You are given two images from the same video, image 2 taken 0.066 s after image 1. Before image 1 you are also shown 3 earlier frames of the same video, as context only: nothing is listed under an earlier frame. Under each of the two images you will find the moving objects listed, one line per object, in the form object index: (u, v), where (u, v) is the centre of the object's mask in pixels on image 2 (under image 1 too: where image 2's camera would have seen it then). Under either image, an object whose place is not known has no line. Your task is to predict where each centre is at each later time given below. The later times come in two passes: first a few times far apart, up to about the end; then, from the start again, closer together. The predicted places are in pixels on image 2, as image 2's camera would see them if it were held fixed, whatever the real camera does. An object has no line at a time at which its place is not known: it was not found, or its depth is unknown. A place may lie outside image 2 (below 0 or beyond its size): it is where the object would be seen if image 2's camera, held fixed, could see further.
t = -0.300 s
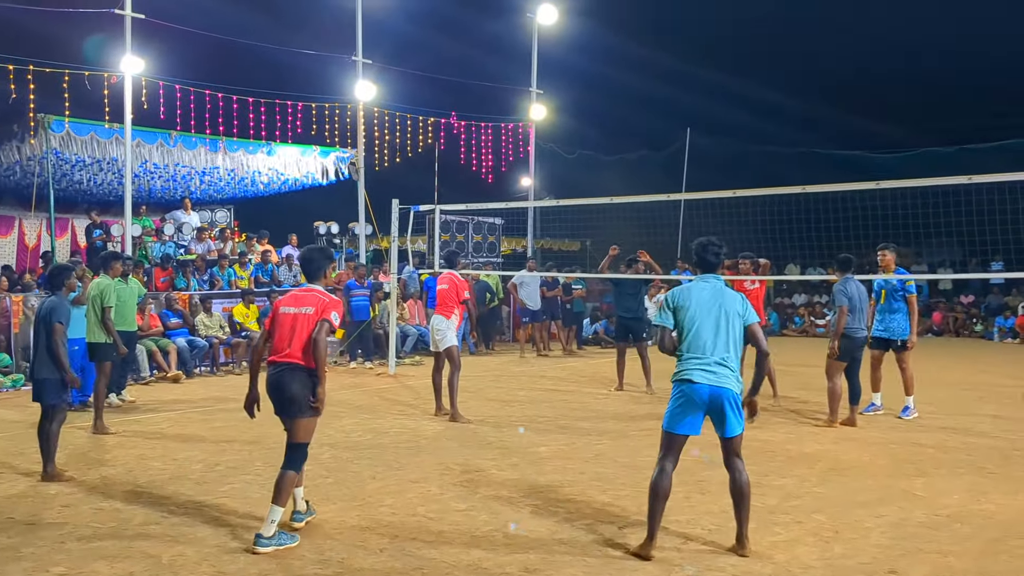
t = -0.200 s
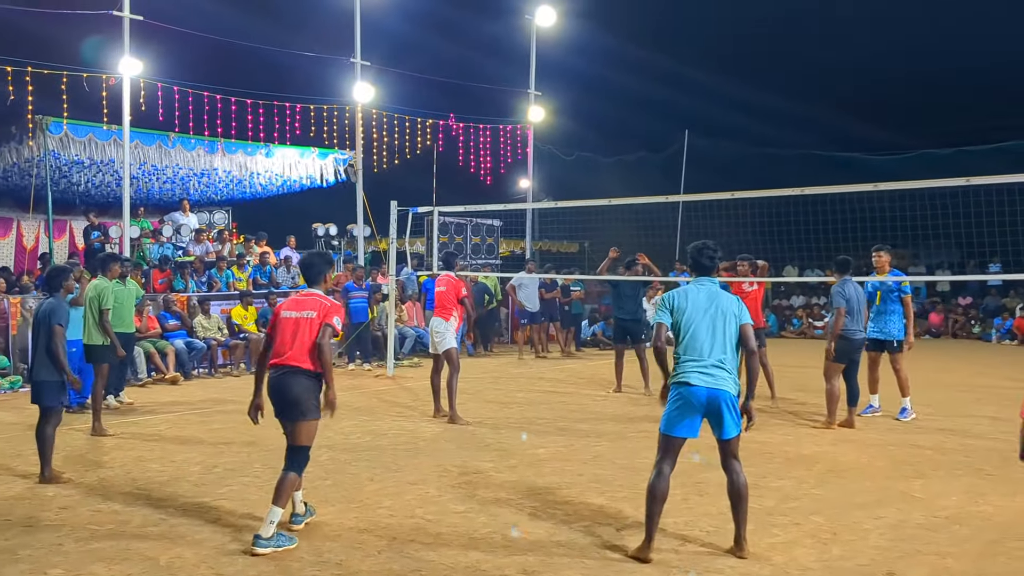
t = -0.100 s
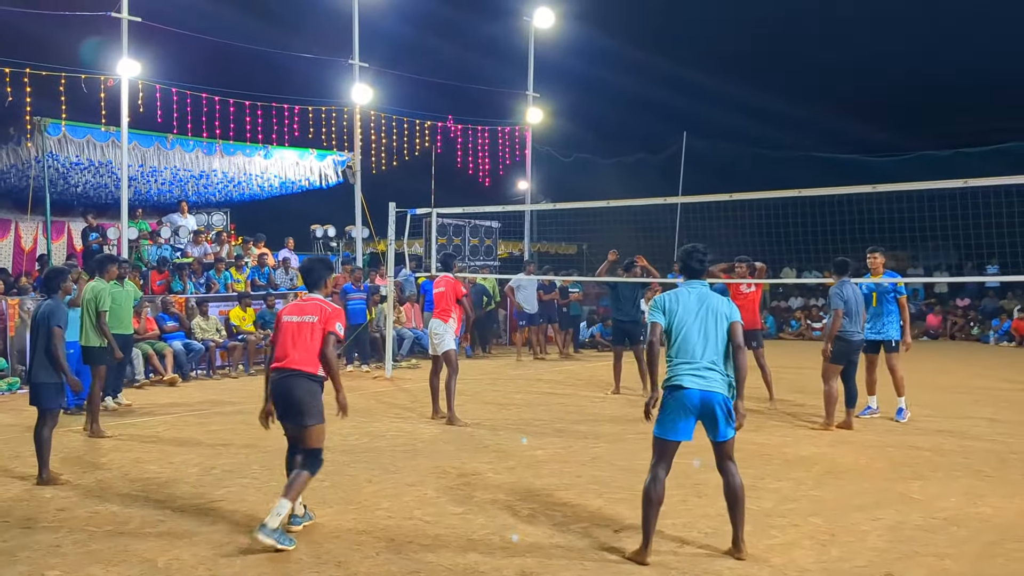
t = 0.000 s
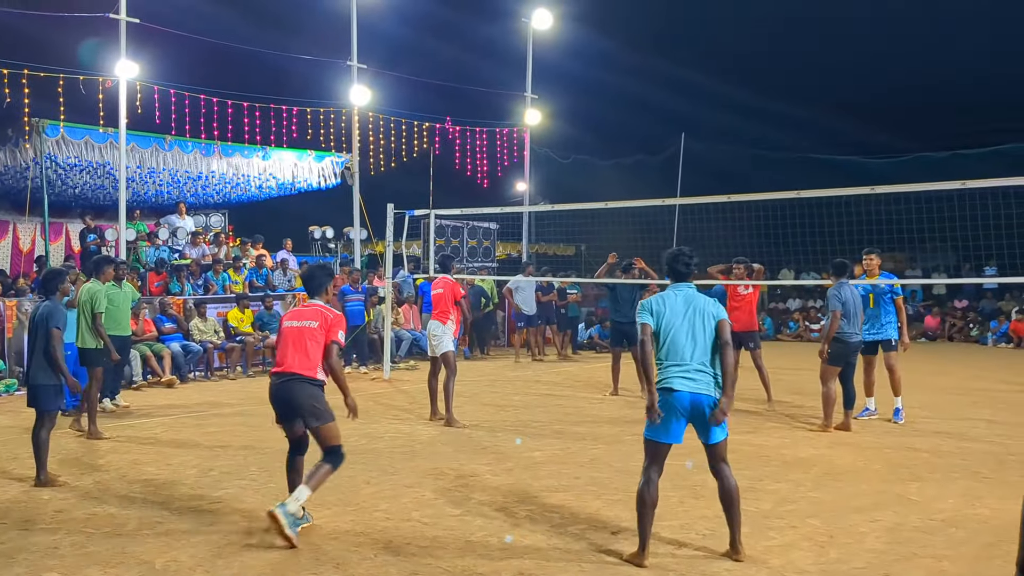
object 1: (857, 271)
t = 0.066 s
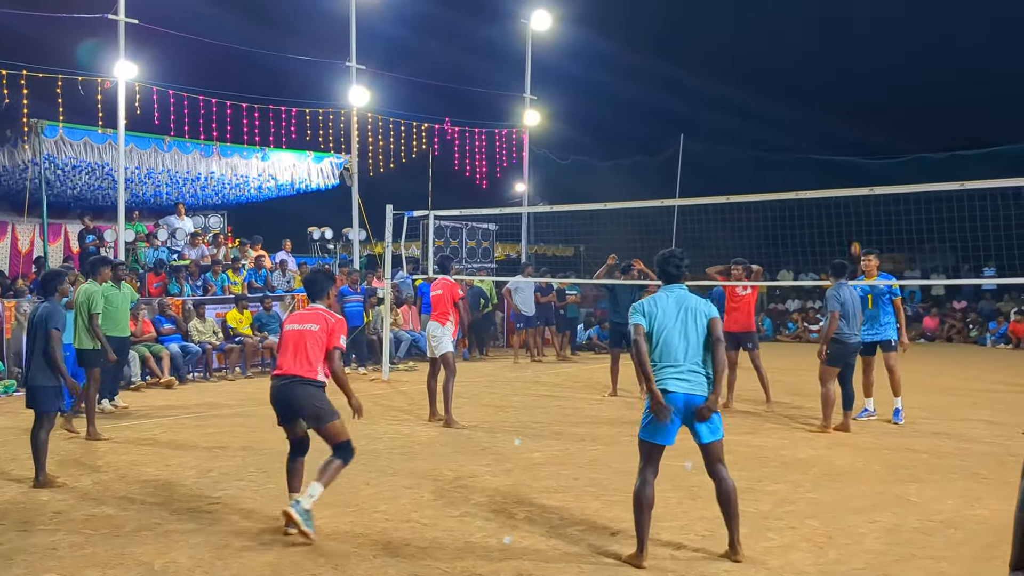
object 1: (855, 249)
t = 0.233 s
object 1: (853, 201)
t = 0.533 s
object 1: (846, 143)
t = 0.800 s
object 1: (840, 129)
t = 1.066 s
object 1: (833, 150)
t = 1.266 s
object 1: (827, 187)
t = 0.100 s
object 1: (855, 238)
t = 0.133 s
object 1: (855, 228)
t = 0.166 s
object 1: (854, 219)
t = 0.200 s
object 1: (853, 210)
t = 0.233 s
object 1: (853, 201)
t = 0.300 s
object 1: (851, 183)
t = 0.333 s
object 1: (851, 176)
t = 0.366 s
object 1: (850, 170)
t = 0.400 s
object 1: (849, 164)
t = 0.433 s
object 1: (849, 158)
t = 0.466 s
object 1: (848, 153)
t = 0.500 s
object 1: (847, 148)
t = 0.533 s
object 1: (846, 143)
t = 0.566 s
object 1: (846, 139)
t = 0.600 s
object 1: (844, 136)
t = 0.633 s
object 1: (843, 133)
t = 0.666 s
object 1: (843, 132)
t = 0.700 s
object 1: (843, 130)
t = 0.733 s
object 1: (842, 129)
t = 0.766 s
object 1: (841, 129)
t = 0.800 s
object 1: (840, 129)
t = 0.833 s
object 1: (839, 129)
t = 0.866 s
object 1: (838, 131)
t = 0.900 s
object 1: (837, 133)
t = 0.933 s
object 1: (837, 135)
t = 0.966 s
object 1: (836, 138)
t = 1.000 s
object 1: (835, 141)
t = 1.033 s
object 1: (834, 145)
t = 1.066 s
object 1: (833, 150)
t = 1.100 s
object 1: (832, 155)
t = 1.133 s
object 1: (831, 161)
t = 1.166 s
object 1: (830, 168)
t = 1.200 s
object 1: (829, 174)
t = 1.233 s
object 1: (828, 182)
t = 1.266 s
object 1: (827, 187)
